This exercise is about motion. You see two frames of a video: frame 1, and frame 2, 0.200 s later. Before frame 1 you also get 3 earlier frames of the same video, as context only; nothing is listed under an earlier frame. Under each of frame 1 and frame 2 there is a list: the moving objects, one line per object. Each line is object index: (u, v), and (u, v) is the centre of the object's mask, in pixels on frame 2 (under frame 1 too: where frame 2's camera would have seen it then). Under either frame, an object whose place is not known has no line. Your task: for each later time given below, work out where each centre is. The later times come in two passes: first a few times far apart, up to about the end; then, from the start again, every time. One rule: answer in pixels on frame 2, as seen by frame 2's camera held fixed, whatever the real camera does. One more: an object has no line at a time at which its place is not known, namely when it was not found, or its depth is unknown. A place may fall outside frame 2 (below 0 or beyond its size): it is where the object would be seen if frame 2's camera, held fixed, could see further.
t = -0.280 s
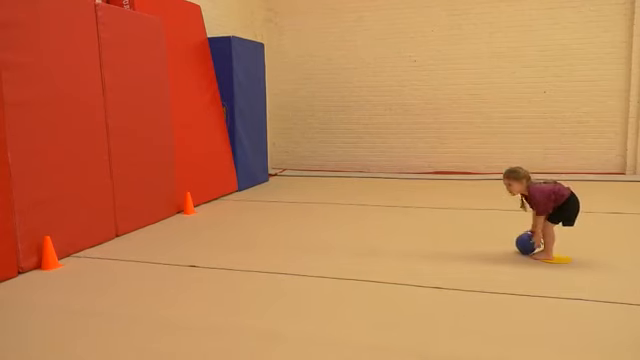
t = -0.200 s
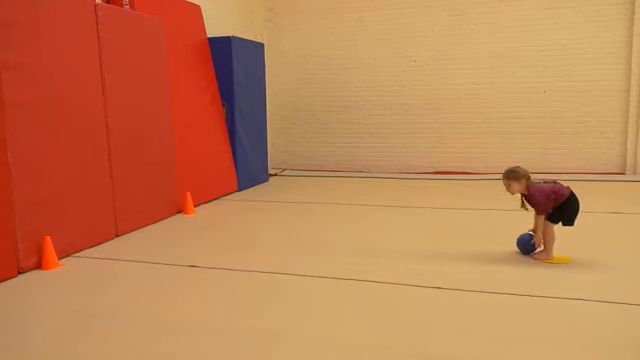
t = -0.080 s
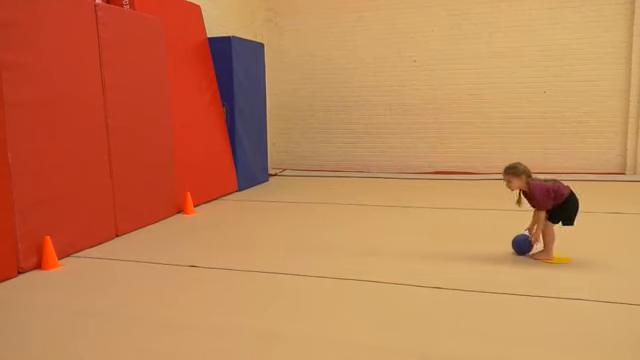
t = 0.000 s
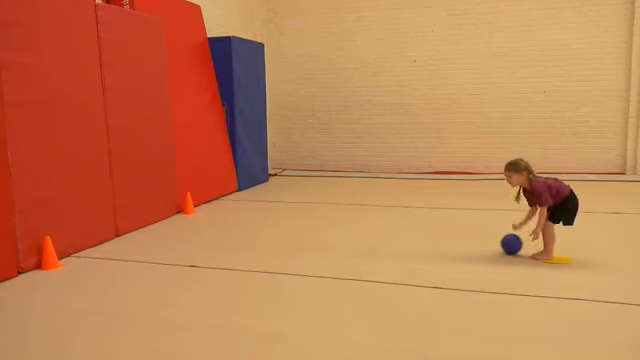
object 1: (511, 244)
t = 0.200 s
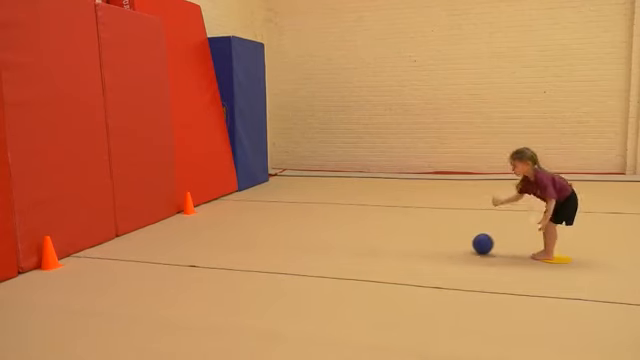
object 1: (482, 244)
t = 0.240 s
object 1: (477, 244)
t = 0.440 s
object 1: (450, 244)
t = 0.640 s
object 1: (424, 244)
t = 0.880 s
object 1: (395, 245)
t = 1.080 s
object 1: (371, 245)
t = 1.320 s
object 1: (345, 246)
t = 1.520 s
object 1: (323, 247)
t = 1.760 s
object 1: (298, 247)
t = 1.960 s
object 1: (278, 248)
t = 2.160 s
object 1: (258, 249)
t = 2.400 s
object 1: (236, 249)
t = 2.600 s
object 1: (220, 249)
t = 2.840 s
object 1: (202, 248)
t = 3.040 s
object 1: (188, 247)
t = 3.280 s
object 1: (175, 245)
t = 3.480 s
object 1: (164, 244)
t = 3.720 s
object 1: (155, 242)
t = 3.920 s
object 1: (150, 240)
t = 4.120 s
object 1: (145, 238)
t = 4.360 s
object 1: (140, 237)
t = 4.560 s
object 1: (135, 235)
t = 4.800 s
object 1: (129, 234)
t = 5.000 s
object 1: (124, 233)
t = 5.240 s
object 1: (120, 232)
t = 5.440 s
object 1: (123, 232)
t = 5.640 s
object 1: (126, 232)
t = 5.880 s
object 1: (128, 232)
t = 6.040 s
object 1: (130, 232)
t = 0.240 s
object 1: (477, 244)
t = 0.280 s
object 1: (471, 244)
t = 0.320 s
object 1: (466, 244)
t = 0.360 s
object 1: (460, 244)
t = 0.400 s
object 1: (455, 244)
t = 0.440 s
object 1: (450, 244)
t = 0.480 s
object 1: (444, 244)
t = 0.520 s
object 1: (439, 244)
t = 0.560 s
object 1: (434, 244)
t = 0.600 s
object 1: (429, 244)
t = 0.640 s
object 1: (424, 244)
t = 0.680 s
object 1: (419, 244)
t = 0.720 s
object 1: (414, 244)
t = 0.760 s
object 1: (410, 244)
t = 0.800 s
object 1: (405, 245)
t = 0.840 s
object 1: (400, 245)
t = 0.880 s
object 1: (395, 245)
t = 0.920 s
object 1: (390, 245)
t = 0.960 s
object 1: (385, 245)
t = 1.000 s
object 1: (381, 245)
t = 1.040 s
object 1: (376, 245)
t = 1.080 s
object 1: (371, 245)
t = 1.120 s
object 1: (367, 245)
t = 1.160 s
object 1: (362, 245)
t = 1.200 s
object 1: (358, 245)
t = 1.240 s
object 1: (354, 246)
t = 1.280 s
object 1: (349, 246)
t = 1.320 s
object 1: (345, 246)
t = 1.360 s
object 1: (340, 246)
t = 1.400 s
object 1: (336, 246)
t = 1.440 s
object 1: (331, 246)
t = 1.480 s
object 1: (327, 247)
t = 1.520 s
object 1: (323, 247)
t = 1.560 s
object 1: (318, 247)
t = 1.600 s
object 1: (314, 247)
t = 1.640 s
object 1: (310, 247)
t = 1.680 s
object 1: (306, 247)
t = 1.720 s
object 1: (302, 247)
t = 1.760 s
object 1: (298, 247)
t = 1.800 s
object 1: (294, 248)
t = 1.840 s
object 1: (290, 248)
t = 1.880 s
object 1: (286, 248)
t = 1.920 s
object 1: (282, 248)
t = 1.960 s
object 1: (278, 248)
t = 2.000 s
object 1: (274, 249)
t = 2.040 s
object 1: (270, 249)
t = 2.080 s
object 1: (266, 249)
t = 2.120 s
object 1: (261, 249)
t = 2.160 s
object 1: (258, 249)
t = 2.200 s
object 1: (254, 249)
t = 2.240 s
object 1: (250, 249)
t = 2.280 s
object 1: (246, 249)
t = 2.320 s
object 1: (243, 249)
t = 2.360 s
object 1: (239, 249)
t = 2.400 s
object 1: (236, 249)
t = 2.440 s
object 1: (232, 249)
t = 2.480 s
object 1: (229, 249)
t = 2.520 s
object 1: (226, 249)
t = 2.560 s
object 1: (223, 249)
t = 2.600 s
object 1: (220, 249)
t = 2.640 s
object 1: (216, 249)
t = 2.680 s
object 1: (214, 248)
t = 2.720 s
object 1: (211, 248)
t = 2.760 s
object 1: (208, 248)
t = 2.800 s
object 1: (205, 248)
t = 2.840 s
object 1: (202, 248)
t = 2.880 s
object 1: (199, 248)
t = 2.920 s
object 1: (196, 247)
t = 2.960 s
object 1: (193, 247)
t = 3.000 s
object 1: (191, 247)
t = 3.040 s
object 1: (188, 247)
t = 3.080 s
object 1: (186, 247)
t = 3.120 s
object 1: (183, 246)
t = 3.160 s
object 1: (181, 246)
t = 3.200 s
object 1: (179, 246)
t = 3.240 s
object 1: (177, 246)
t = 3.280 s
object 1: (175, 245)
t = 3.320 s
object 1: (173, 245)
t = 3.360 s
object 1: (170, 245)
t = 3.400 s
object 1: (168, 245)
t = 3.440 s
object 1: (166, 245)
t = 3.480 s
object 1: (164, 244)
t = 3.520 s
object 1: (163, 244)
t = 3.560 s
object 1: (161, 244)
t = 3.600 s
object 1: (159, 244)
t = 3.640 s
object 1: (158, 243)
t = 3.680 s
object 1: (157, 243)
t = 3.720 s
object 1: (155, 242)
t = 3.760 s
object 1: (154, 242)
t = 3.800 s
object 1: (153, 242)
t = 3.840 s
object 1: (152, 241)
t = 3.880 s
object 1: (151, 241)
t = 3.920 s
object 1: (150, 240)
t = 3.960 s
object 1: (149, 240)
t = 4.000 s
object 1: (148, 240)
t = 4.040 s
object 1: (147, 239)
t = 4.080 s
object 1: (146, 239)
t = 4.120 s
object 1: (145, 238)
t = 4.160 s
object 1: (144, 238)
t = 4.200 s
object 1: (143, 238)
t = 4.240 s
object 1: (142, 237)
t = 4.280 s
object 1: (141, 237)
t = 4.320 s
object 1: (141, 237)
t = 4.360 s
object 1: (140, 237)
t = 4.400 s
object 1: (139, 236)
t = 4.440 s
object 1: (138, 236)
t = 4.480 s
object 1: (137, 235)
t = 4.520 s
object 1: (136, 235)
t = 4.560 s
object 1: (135, 235)
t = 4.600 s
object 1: (134, 235)
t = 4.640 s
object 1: (133, 234)
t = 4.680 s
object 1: (132, 234)
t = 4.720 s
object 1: (131, 234)
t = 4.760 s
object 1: (129, 234)
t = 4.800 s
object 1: (129, 234)
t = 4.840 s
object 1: (128, 233)
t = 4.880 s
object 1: (127, 233)
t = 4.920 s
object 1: (126, 233)
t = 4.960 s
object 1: (125, 233)
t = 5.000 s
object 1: (124, 233)
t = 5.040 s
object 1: (123, 233)
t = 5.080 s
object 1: (122, 233)
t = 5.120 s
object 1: (121, 232)
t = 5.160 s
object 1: (119, 232)
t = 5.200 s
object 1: (119, 232)
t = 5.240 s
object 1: (120, 232)
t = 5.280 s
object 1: (121, 232)
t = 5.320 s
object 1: (121, 232)
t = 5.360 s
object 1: (122, 232)
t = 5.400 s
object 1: (122, 232)
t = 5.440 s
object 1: (123, 232)
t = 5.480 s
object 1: (124, 232)
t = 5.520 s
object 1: (124, 232)
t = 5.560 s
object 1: (125, 232)
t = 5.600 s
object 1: (126, 232)
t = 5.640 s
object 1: (126, 232)
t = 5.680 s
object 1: (126, 232)
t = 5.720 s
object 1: (126, 232)
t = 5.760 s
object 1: (128, 232)
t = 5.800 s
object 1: (128, 232)
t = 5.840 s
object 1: (128, 232)
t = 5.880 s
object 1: (128, 232)
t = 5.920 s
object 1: (129, 232)
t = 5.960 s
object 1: (129, 232)
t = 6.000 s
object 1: (130, 232)
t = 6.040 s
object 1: (130, 232)
